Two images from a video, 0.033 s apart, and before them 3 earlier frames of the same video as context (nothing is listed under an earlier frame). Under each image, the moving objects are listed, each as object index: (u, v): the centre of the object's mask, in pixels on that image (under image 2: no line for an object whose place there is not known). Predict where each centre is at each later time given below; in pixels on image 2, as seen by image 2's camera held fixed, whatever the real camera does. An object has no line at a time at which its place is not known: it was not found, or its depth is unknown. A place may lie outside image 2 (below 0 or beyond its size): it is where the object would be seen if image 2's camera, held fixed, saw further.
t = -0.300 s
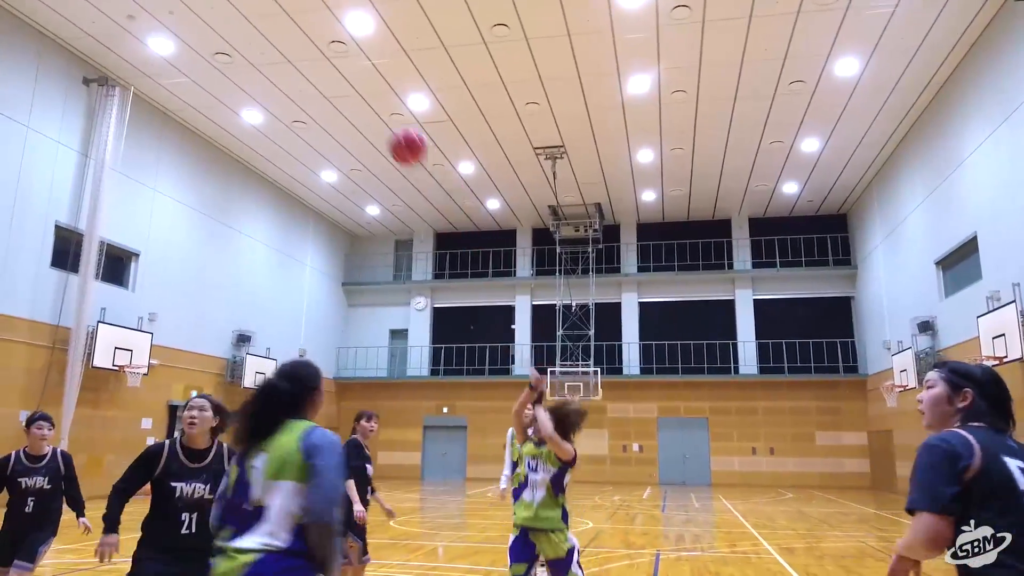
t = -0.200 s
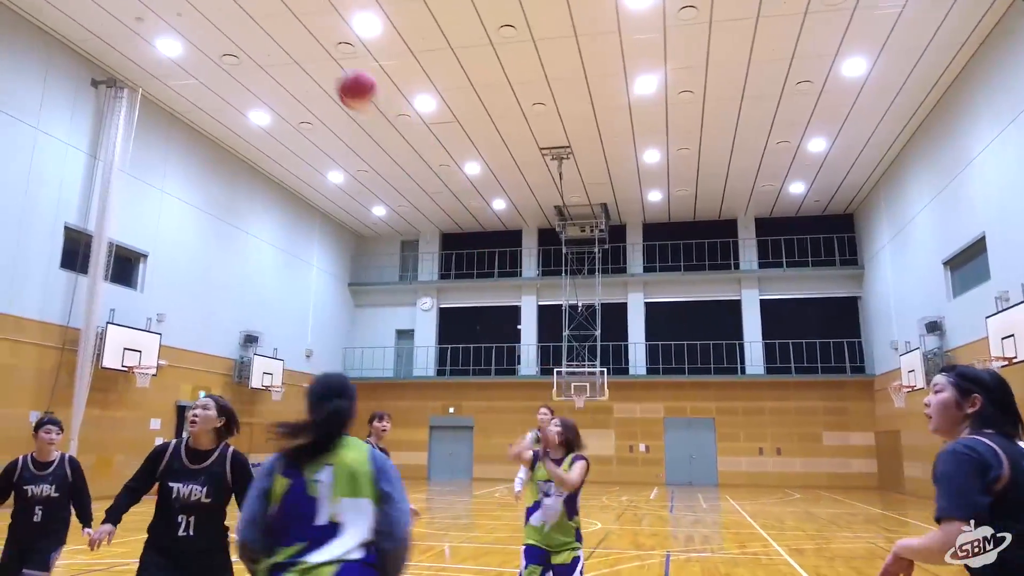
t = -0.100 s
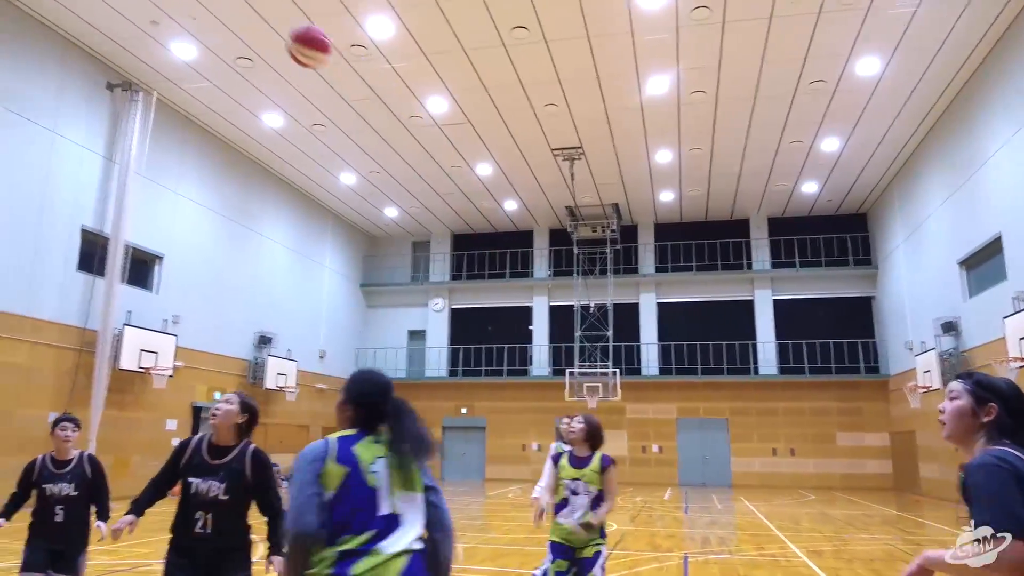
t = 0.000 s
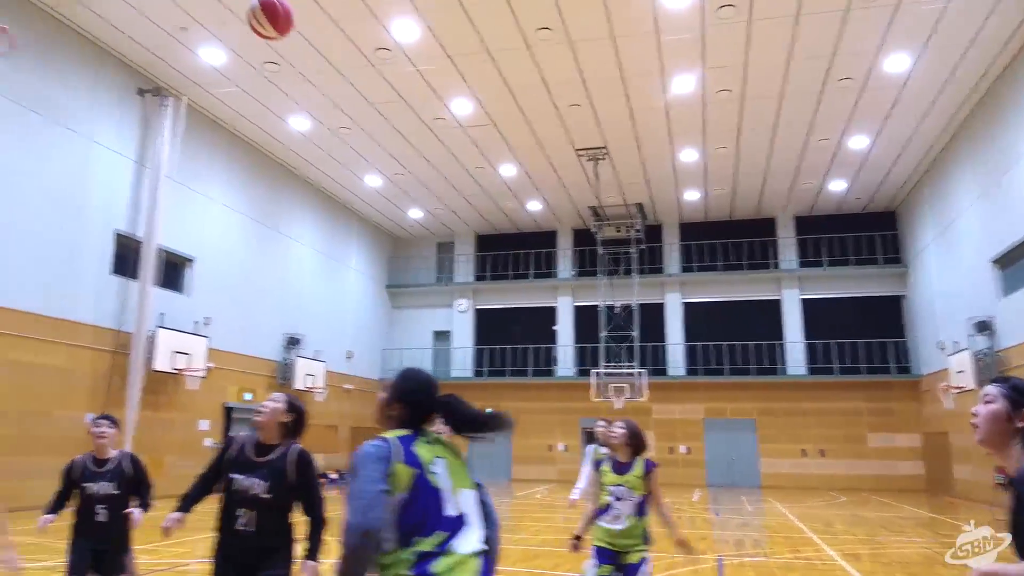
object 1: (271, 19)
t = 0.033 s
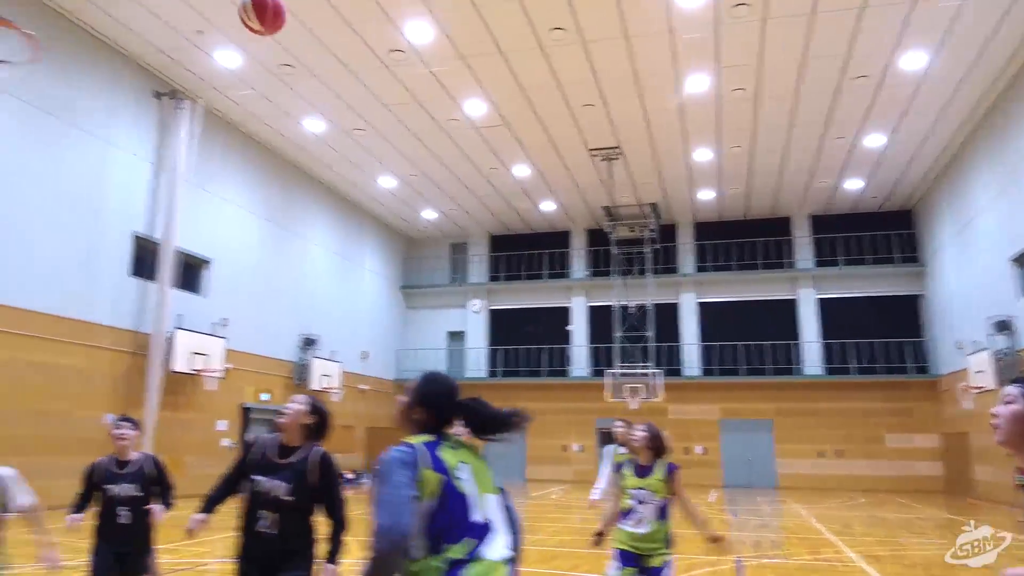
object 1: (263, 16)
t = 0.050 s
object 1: (249, 13)
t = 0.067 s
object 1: (234, 9)
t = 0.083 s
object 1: (220, 7)
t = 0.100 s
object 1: (206, 4)
